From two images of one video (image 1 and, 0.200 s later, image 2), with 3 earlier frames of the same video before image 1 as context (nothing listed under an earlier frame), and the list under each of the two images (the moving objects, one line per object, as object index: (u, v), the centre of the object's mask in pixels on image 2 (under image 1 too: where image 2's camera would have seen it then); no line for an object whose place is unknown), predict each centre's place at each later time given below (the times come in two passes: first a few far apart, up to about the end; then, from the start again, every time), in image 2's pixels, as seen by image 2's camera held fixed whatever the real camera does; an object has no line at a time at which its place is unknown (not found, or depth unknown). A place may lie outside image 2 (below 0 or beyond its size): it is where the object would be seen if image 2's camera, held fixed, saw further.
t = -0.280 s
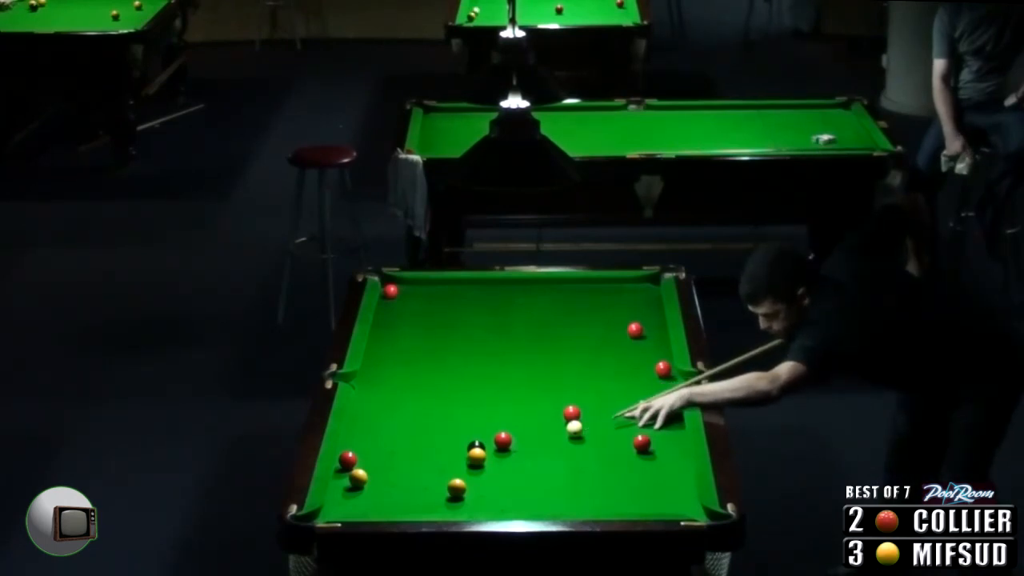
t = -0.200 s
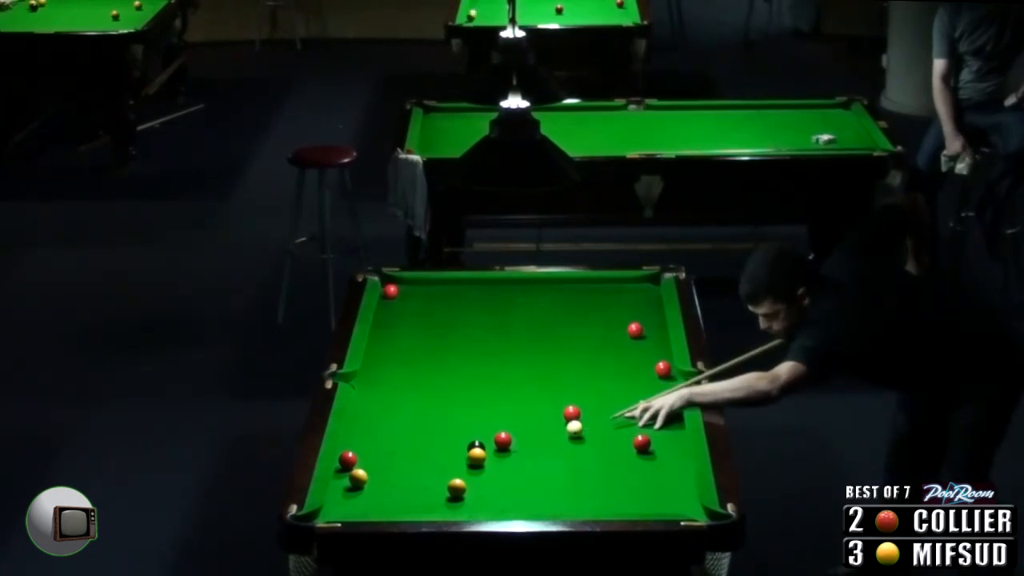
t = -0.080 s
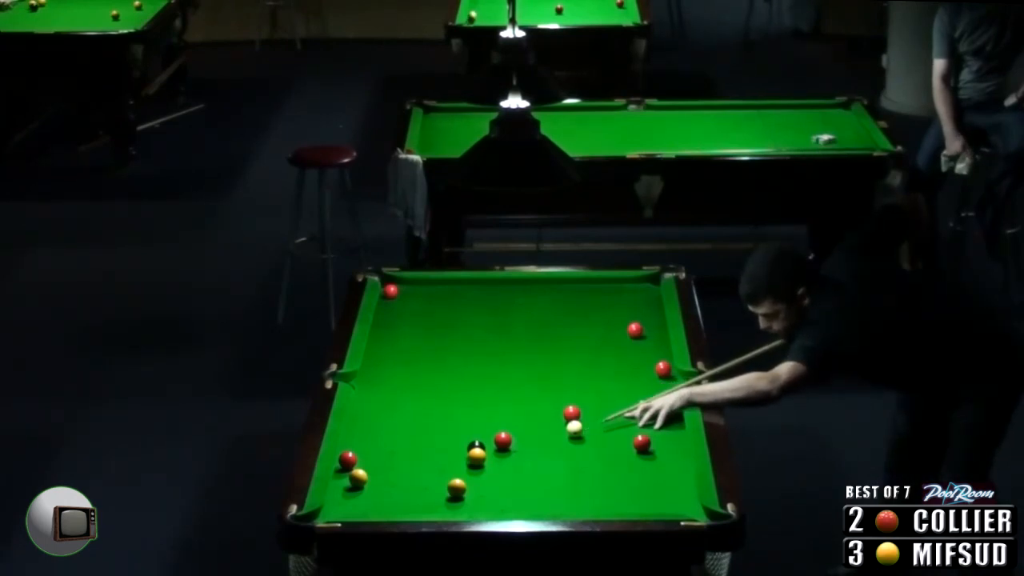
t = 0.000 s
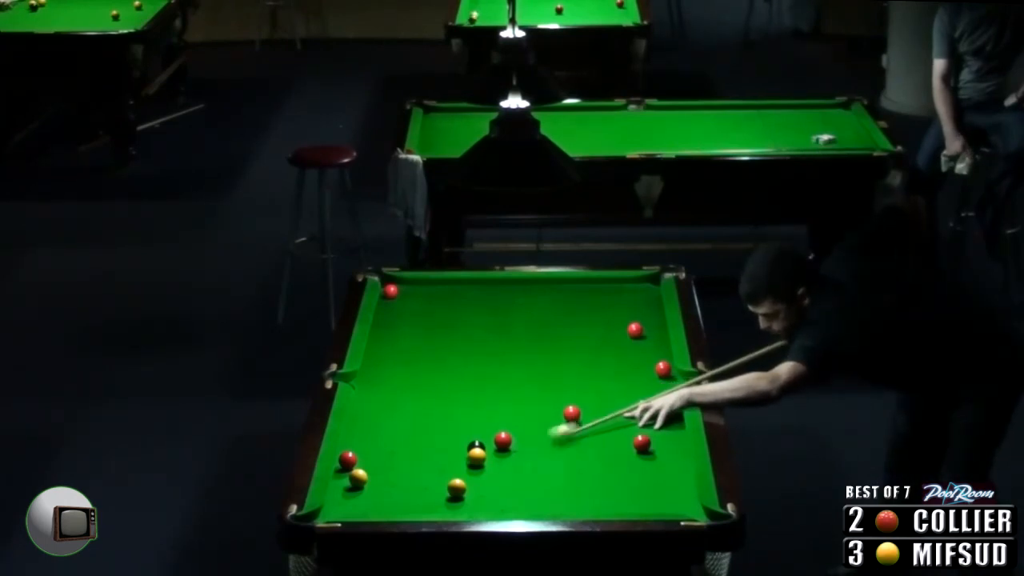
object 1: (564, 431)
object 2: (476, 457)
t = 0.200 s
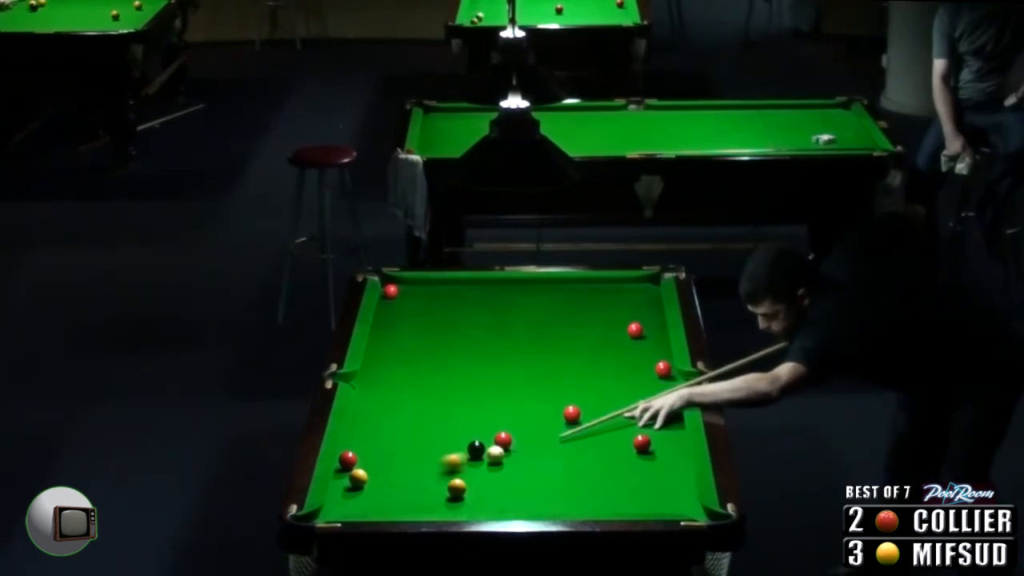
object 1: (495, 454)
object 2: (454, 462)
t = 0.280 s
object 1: (499, 454)
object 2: (426, 469)
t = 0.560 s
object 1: (510, 456)
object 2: (353, 493)
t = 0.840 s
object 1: (519, 457)
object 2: (342, 510)
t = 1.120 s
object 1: (526, 459)
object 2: (343, 500)
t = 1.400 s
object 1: (531, 460)
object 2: (343, 488)
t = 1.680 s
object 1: (533, 460)
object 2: (343, 478)
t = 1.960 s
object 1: (533, 460)
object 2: (343, 469)
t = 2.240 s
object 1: (533, 461)
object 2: (344, 466)
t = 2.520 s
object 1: (532, 461)
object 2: (344, 466)
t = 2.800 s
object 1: (532, 461)
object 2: (344, 466)
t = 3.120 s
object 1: (532, 461)
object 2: (344, 466)
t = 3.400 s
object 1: (532, 461)
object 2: (344, 466)
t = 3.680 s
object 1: (532, 461)
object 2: (344, 466)
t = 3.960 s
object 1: (532, 461)
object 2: (344, 466)
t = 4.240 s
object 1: (532, 461)
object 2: (344, 466)
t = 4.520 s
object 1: (532, 461)
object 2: (344, 466)
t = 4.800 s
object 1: (532, 461)
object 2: (344, 467)
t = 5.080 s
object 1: (532, 461)
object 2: (344, 466)
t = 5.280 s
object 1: (532, 461)
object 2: (344, 466)
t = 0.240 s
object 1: (497, 454)
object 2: (439, 466)
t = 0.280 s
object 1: (499, 454)
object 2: (426, 469)
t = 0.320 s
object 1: (501, 454)
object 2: (413, 471)
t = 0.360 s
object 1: (503, 455)
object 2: (400, 475)
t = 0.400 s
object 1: (504, 455)
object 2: (387, 478)
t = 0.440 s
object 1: (506, 455)
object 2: (375, 482)
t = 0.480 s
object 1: (507, 456)
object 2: (367, 486)
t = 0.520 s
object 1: (509, 456)
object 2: (361, 489)
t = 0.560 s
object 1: (510, 456)
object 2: (353, 493)
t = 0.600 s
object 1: (512, 456)
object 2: (345, 496)
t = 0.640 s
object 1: (513, 456)
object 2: (337, 500)
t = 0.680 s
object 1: (515, 457)
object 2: (336, 504)
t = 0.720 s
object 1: (516, 457)
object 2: (338, 507)
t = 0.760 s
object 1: (517, 457)
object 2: (340, 509)
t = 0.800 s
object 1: (518, 457)
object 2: (342, 510)
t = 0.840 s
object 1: (519, 457)
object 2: (342, 510)
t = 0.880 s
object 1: (520, 457)
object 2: (342, 508)
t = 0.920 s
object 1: (521, 458)
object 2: (343, 508)
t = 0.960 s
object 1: (522, 458)
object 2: (342, 506)
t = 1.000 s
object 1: (523, 458)
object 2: (342, 505)
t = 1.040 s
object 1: (524, 458)
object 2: (342, 503)
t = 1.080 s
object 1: (525, 458)
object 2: (343, 502)
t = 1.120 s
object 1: (526, 459)
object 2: (343, 500)
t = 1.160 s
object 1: (527, 459)
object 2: (343, 498)
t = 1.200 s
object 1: (528, 459)
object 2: (343, 496)
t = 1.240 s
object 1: (529, 459)
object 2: (343, 495)
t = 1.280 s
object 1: (529, 459)
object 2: (343, 493)
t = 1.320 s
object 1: (530, 459)
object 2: (343, 491)
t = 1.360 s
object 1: (531, 460)
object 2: (343, 490)
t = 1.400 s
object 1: (531, 460)
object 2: (343, 488)
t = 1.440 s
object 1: (531, 460)
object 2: (343, 487)
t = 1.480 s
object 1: (532, 460)
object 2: (343, 485)
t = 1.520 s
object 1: (532, 460)
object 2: (343, 483)
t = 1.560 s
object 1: (532, 460)
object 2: (343, 482)
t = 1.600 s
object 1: (532, 460)
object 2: (343, 481)
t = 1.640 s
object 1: (532, 460)
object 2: (343, 479)
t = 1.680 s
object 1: (533, 460)
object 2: (343, 478)
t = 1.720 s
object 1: (533, 460)
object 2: (343, 477)
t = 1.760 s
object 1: (533, 460)
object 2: (343, 475)
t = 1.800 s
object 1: (533, 460)
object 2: (343, 474)
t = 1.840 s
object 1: (533, 460)
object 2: (343, 473)
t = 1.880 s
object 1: (533, 460)
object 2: (343, 471)
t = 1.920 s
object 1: (533, 460)
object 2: (343, 470)
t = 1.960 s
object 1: (533, 460)
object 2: (343, 469)
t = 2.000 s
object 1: (533, 461)
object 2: (343, 468)
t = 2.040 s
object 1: (533, 461)
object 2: (344, 467)
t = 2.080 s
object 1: (533, 461)
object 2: (344, 467)
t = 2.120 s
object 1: (533, 461)
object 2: (344, 466)
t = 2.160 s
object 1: (533, 461)
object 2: (344, 466)
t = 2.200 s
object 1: (533, 461)
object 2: (344, 466)
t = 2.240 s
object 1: (533, 461)
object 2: (344, 466)
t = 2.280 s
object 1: (533, 462)
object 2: (344, 466)
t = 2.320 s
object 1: (533, 461)
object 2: (344, 466)
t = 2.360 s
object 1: (533, 461)
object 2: (344, 466)
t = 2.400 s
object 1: (533, 461)
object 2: (344, 466)
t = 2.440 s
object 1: (533, 461)
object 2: (344, 466)
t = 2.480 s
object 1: (533, 462)
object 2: (344, 466)
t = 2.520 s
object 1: (532, 461)
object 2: (344, 466)
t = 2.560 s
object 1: (532, 462)
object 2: (344, 466)
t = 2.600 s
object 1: (532, 461)
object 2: (344, 466)
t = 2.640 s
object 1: (532, 461)
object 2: (344, 466)
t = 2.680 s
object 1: (532, 461)
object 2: (344, 466)
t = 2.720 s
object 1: (532, 461)
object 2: (344, 466)
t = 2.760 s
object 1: (532, 461)
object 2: (344, 466)
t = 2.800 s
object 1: (532, 461)
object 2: (344, 466)
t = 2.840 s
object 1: (532, 461)
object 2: (344, 466)
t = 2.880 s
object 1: (532, 462)
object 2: (344, 466)
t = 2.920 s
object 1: (532, 461)
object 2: (344, 466)
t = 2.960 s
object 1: (532, 461)
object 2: (344, 466)
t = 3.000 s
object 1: (532, 461)
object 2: (344, 466)
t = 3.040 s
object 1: (532, 461)
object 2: (344, 466)
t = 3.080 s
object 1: (532, 461)
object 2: (344, 466)
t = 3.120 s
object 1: (532, 461)
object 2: (344, 466)
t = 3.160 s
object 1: (532, 461)
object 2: (344, 466)
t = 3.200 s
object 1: (532, 461)
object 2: (344, 466)
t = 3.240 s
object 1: (532, 461)
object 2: (344, 466)
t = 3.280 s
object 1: (532, 461)
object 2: (344, 466)
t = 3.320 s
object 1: (532, 461)
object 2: (344, 466)
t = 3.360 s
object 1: (532, 461)
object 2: (344, 466)
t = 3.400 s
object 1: (532, 461)
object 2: (344, 466)
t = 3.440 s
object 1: (532, 462)
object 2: (344, 466)
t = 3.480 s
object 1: (532, 461)
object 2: (344, 466)
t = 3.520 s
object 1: (532, 461)
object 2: (344, 466)
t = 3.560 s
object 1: (532, 461)
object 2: (344, 466)
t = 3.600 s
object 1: (532, 461)
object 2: (344, 466)
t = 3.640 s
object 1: (532, 461)
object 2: (344, 466)
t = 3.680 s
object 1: (532, 461)
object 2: (344, 466)
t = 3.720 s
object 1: (532, 461)
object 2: (344, 466)
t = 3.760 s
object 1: (532, 461)
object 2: (344, 466)
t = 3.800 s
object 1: (532, 461)
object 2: (344, 466)
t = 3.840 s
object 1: (532, 461)
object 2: (344, 466)
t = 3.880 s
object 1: (532, 461)
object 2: (344, 466)
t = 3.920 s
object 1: (532, 461)
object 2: (344, 466)
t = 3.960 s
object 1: (532, 461)
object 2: (344, 466)
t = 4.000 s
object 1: (532, 461)
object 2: (344, 466)
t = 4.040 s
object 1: (532, 461)
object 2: (344, 466)
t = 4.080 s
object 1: (532, 461)
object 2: (344, 466)
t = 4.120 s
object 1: (532, 461)
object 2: (344, 466)
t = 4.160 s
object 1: (532, 461)
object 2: (344, 467)
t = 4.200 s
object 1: (532, 461)
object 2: (344, 466)
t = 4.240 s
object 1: (532, 461)
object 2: (344, 466)
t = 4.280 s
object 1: (532, 461)
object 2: (344, 467)
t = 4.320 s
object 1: (532, 461)
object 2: (344, 466)
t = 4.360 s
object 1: (532, 461)
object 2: (344, 466)
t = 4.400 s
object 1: (532, 461)
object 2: (344, 466)
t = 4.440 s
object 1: (532, 461)
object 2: (344, 466)
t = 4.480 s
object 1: (532, 461)
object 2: (344, 466)
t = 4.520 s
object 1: (532, 461)
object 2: (344, 466)
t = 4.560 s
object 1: (532, 461)
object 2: (344, 466)
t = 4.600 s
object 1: (532, 461)
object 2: (344, 466)
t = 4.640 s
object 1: (532, 461)
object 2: (344, 466)
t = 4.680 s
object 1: (532, 461)
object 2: (344, 466)
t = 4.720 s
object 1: (532, 461)
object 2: (344, 466)
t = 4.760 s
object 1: (532, 461)
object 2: (344, 466)
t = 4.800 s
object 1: (532, 461)
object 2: (344, 467)
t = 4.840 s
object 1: (532, 461)
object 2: (344, 466)
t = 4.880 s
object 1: (532, 461)
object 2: (344, 466)
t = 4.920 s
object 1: (532, 461)
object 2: (344, 466)
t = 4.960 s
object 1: (532, 461)
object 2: (344, 466)
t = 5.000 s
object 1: (532, 461)
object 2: (344, 466)
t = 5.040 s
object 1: (532, 461)
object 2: (344, 466)
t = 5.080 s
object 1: (532, 461)
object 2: (344, 466)
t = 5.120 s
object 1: (532, 461)
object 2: (344, 466)
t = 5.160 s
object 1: (532, 461)
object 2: (344, 466)
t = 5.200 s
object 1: (532, 461)
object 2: (344, 466)
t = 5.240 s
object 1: (532, 461)
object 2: (344, 466)
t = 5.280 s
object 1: (532, 461)
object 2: (344, 466)
